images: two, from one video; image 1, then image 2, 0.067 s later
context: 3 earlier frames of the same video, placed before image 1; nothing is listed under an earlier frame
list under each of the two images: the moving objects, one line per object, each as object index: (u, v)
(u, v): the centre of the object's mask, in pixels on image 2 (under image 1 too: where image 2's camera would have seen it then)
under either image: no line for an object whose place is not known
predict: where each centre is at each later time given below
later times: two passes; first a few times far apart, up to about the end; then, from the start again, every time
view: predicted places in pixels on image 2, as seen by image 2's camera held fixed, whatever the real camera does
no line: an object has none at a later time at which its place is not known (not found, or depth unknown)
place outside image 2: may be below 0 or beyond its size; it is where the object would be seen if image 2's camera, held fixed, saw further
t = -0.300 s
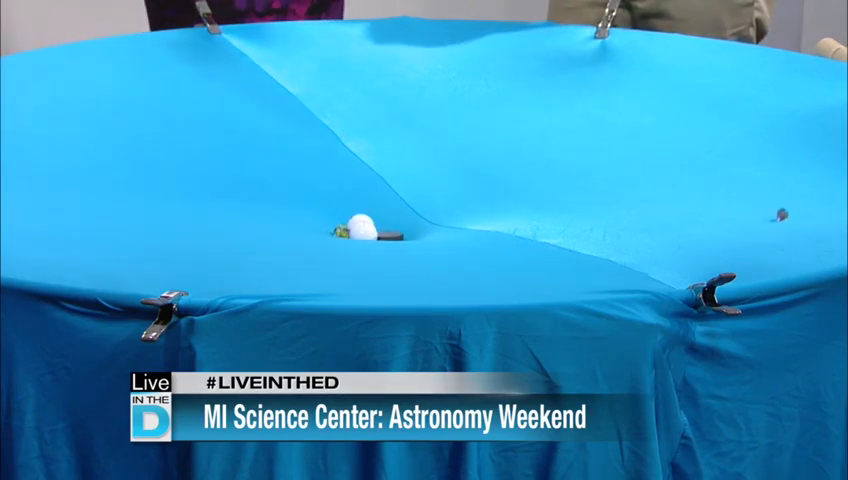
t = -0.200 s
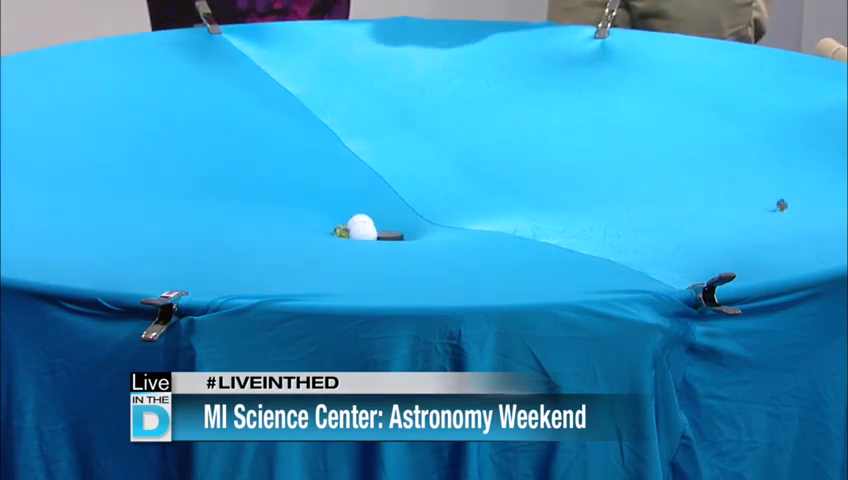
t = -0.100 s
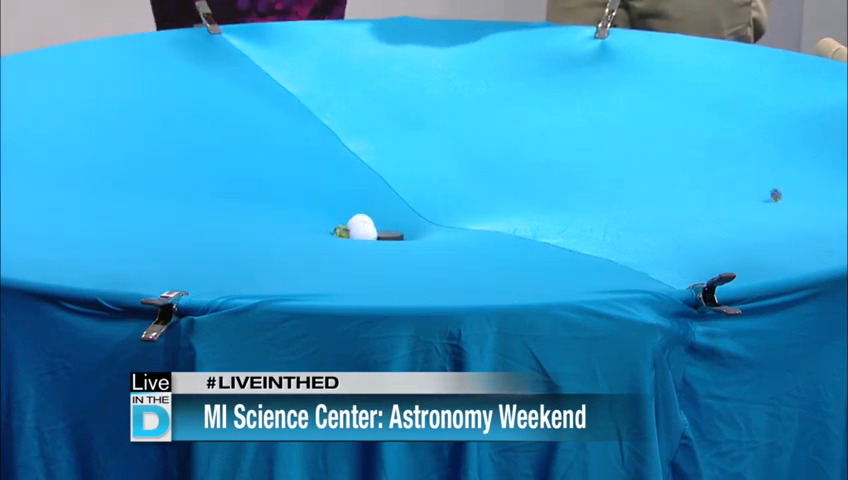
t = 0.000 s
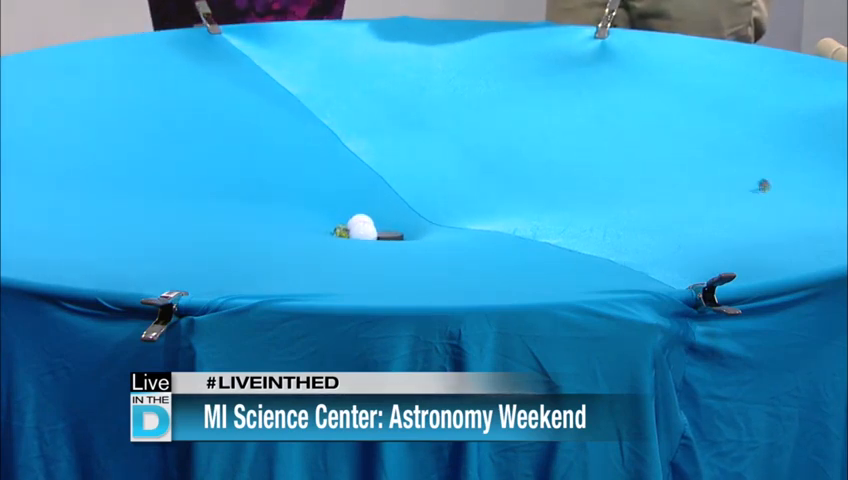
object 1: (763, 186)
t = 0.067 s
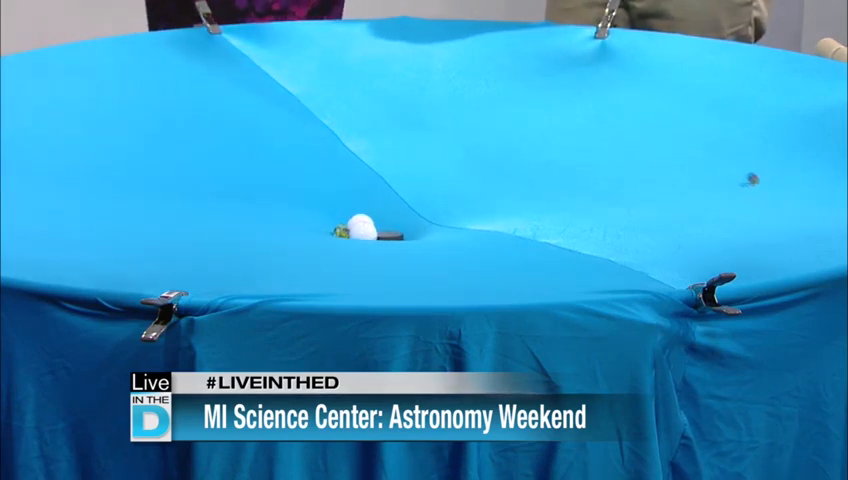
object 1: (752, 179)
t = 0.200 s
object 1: (723, 168)
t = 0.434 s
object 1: (650, 150)
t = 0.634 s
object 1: (567, 141)
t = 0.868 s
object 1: (453, 136)
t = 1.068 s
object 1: (348, 138)
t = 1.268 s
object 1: (245, 142)
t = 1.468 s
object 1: (154, 151)
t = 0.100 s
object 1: (746, 176)
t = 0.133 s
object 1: (739, 173)
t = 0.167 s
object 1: (731, 170)
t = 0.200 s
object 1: (723, 168)
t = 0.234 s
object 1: (715, 165)
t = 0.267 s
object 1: (705, 162)
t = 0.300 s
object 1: (695, 160)
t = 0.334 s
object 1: (684, 157)
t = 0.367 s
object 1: (674, 155)
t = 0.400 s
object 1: (662, 152)
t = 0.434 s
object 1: (650, 150)
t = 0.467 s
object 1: (638, 148)
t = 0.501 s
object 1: (625, 147)
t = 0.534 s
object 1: (611, 146)
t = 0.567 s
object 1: (596, 144)
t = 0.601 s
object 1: (583, 142)
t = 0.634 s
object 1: (567, 141)
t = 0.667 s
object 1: (552, 140)
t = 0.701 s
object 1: (536, 139)
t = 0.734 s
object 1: (521, 138)
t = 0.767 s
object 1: (504, 138)
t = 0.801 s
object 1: (487, 137)
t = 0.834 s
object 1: (471, 136)
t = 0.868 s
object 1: (453, 136)
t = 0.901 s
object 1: (437, 136)
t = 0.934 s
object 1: (418, 136)
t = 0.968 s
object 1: (401, 136)
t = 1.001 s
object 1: (382, 137)
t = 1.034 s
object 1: (366, 137)
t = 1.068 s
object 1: (348, 138)
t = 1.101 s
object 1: (331, 139)
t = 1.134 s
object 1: (313, 139)
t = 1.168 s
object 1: (295, 140)
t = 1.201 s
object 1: (278, 141)
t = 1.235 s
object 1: (261, 141)
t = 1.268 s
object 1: (245, 142)
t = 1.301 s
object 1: (229, 143)
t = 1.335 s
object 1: (213, 145)
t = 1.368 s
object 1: (197, 146)
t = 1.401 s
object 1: (182, 148)
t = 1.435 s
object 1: (167, 149)
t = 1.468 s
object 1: (154, 151)
